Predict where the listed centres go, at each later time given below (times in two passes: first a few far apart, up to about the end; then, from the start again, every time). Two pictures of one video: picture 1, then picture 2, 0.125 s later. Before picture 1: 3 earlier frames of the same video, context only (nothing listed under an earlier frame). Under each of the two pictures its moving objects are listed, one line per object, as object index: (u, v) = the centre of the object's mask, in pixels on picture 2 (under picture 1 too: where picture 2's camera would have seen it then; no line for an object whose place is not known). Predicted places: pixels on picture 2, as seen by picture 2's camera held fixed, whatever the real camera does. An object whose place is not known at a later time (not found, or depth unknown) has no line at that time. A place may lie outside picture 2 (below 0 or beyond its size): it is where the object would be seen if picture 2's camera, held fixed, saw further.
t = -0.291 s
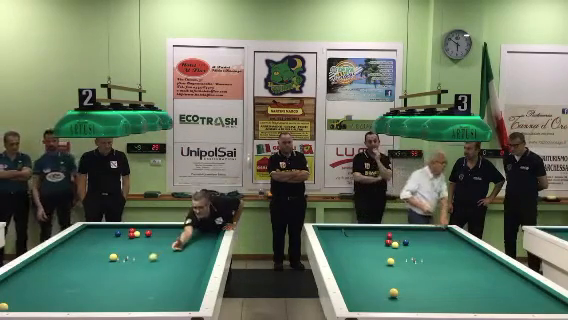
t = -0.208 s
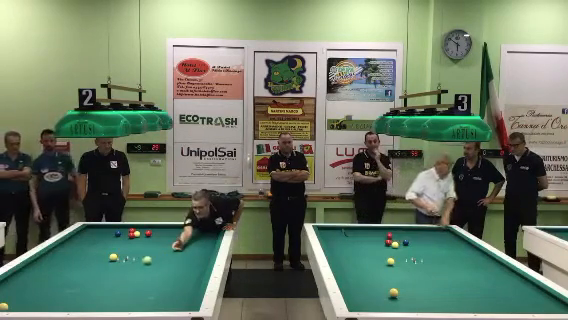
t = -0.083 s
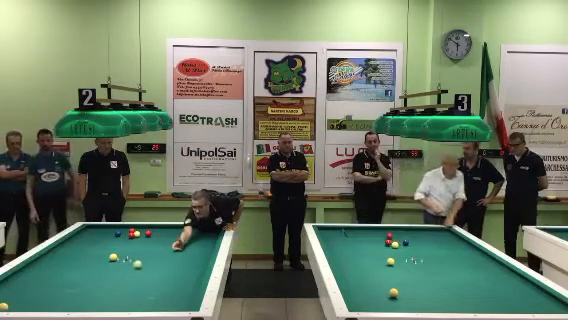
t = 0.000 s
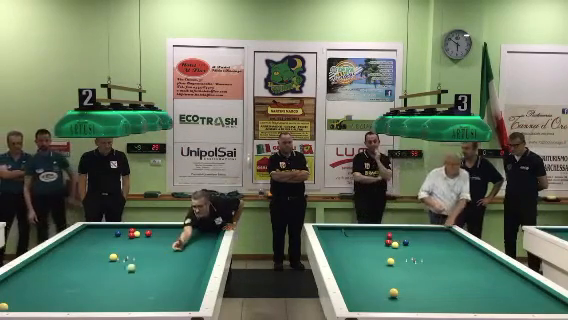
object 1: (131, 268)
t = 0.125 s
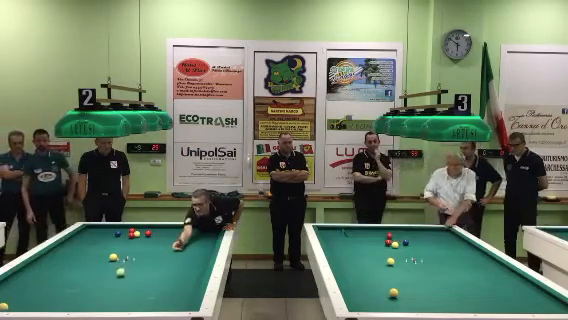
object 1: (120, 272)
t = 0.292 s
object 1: (105, 279)
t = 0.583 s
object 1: (78, 292)
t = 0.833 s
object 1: (51, 304)
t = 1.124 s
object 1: (41, 301)
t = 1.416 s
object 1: (41, 293)
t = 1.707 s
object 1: (40, 286)
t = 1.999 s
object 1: (40, 280)
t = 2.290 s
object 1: (39, 274)
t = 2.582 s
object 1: (39, 268)
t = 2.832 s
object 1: (39, 264)
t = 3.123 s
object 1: (39, 259)
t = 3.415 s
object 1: (46, 255)
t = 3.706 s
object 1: (54, 252)
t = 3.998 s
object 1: (62, 248)
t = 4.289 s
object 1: (70, 245)
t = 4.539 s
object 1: (76, 243)
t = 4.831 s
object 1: (82, 240)
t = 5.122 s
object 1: (89, 238)
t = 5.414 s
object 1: (94, 236)
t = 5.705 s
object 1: (99, 234)
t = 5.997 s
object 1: (105, 231)
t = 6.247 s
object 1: (108, 230)
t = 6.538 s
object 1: (113, 228)
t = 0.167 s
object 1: (117, 274)
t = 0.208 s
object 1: (113, 276)
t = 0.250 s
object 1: (109, 277)
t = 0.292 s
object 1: (105, 279)
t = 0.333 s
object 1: (102, 280)
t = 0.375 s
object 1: (98, 282)
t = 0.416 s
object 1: (94, 283)
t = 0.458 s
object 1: (91, 286)
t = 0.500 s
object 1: (86, 287)
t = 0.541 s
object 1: (82, 290)
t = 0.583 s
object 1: (78, 292)
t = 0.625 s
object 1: (73, 293)
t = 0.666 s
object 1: (69, 296)
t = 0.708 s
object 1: (64, 297)
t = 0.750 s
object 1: (59, 300)
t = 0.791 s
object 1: (55, 302)
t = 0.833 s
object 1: (51, 304)
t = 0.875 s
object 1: (45, 306)
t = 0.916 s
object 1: (40, 308)
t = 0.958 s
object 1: (40, 307)
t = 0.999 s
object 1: (40, 306)
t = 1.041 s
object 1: (41, 303)
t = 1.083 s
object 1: (41, 302)
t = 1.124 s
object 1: (41, 301)
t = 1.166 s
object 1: (42, 300)
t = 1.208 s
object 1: (41, 298)
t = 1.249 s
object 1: (41, 297)
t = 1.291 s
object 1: (41, 296)
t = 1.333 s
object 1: (41, 295)
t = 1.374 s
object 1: (41, 294)
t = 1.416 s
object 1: (41, 293)
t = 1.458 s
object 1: (41, 292)
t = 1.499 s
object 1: (41, 291)
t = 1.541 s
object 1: (41, 290)
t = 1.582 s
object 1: (41, 289)
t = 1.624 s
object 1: (40, 288)
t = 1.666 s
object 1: (40, 287)
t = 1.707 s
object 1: (40, 286)
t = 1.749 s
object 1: (40, 285)
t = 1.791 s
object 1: (40, 284)
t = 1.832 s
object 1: (40, 283)
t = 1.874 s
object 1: (40, 282)
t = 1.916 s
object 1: (40, 281)
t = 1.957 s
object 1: (40, 281)
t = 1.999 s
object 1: (40, 280)
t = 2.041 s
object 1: (40, 279)
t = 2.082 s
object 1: (39, 278)
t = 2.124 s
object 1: (39, 277)
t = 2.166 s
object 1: (39, 276)
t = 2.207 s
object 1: (39, 275)
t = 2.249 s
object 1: (39, 275)
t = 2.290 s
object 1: (39, 274)
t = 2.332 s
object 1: (39, 273)
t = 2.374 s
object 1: (39, 272)
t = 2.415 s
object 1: (39, 271)
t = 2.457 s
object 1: (39, 271)
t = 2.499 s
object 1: (39, 270)
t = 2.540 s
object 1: (39, 269)
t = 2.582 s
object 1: (39, 268)
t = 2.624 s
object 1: (39, 268)
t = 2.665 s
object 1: (39, 267)
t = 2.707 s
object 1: (39, 266)
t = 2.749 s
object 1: (39, 265)
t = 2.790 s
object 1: (39, 265)
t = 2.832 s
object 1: (39, 264)
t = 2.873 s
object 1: (39, 263)
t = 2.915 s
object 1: (39, 263)
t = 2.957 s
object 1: (39, 262)
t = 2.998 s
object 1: (39, 261)
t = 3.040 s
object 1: (39, 260)
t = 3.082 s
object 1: (39, 260)
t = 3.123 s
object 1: (39, 259)
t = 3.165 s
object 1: (39, 259)
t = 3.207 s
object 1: (39, 258)
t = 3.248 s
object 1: (40, 257)
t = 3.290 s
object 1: (42, 257)
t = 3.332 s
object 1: (43, 256)
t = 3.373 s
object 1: (44, 256)
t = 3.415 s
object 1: (46, 255)
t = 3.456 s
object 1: (46, 254)
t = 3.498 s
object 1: (48, 254)
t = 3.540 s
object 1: (49, 253)
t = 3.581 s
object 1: (50, 253)
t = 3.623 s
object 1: (52, 253)
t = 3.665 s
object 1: (53, 252)
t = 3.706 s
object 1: (54, 252)
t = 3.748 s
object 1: (56, 251)
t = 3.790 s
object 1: (57, 251)
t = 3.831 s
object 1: (58, 250)
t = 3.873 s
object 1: (59, 250)
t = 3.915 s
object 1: (60, 249)
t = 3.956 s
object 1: (61, 249)
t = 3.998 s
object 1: (62, 248)
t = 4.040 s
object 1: (63, 248)
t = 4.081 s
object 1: (64, 247)
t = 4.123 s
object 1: (66, 247)
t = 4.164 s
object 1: (67, 246)
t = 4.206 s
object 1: (68, 246)
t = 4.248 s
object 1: (69, 246)
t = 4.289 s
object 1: (70, 245)
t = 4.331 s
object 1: (71, 245)
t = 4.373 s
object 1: (72, 244)
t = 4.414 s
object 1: (73, 244)
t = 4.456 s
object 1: (74, 244)
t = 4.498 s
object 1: (75, 243)
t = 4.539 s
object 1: (76, 243)
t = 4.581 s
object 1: (77, 242)
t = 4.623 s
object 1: (78, 242)
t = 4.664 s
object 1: (79, 242)
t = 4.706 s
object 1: (80, 241)
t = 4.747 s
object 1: (81, 241)
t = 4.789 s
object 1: (81, 240)
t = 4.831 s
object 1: (82, 240)
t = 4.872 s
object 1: (83, 240)
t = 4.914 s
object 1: (84, 240)
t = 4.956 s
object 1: (85, 239)
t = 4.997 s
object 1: (86, 239)
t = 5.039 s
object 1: (87, 239)
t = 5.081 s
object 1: (87, 238)
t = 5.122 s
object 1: (89, 238)
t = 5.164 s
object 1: (89, 237)
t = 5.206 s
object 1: (90, 237)
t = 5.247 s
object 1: (91, 237)
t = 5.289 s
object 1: (92, 237)
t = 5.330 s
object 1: (92, 236)
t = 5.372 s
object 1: (93, 236)
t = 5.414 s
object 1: (94, 236)
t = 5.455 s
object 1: (95, 236)
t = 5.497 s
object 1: (96, 235)
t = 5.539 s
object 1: (96, 235)
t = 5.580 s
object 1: (97, 234)
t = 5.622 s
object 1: (98, 234)
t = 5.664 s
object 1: (98, 234)
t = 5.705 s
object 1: (99, 234)
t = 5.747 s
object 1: (100, 233)
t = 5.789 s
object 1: (101, 233)
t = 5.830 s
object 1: (102, 233)
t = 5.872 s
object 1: (102, 232)
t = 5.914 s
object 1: (103, 232)
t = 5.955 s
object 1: (104, 232)
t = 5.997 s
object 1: (105, 231)
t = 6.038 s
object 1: (105, 231)
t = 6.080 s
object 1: (106, 231)
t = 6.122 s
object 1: (106, 231)
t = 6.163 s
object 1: (107, 231)
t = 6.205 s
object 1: (108, 230)
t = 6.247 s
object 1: (108, 230)
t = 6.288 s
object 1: (109, 230)
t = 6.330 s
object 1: (110, 229)
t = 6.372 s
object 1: (110, 229)
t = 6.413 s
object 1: (111, 229)
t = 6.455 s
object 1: (112, 229)
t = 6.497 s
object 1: (112, 228)
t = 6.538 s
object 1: (113, 228)
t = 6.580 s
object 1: (114, 228)
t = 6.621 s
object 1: (114, 228)
